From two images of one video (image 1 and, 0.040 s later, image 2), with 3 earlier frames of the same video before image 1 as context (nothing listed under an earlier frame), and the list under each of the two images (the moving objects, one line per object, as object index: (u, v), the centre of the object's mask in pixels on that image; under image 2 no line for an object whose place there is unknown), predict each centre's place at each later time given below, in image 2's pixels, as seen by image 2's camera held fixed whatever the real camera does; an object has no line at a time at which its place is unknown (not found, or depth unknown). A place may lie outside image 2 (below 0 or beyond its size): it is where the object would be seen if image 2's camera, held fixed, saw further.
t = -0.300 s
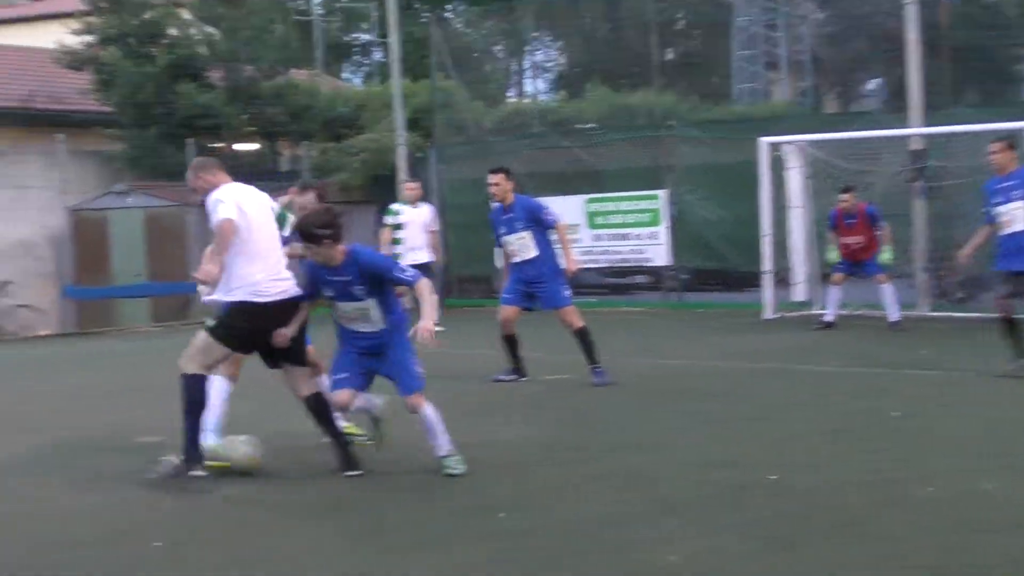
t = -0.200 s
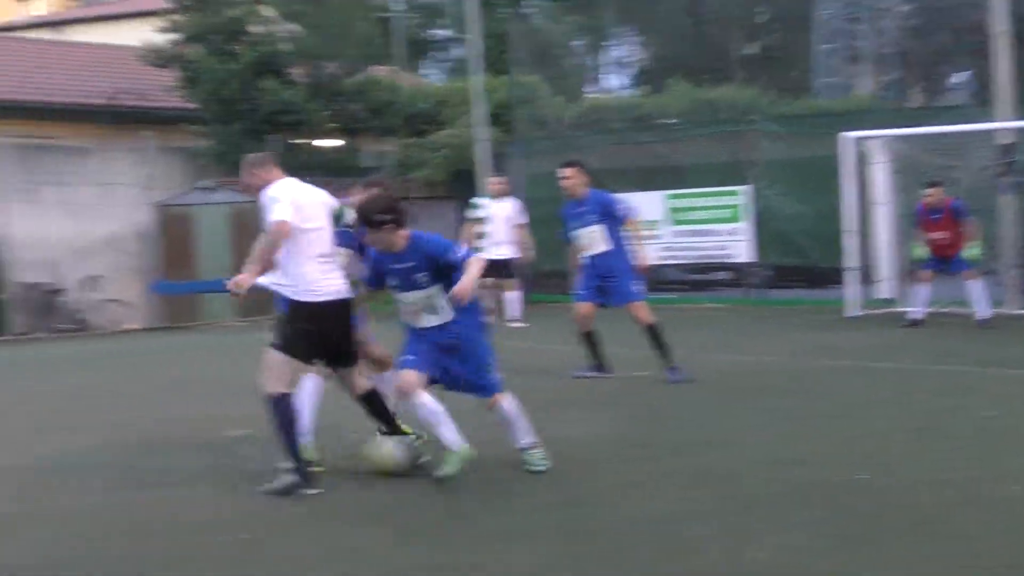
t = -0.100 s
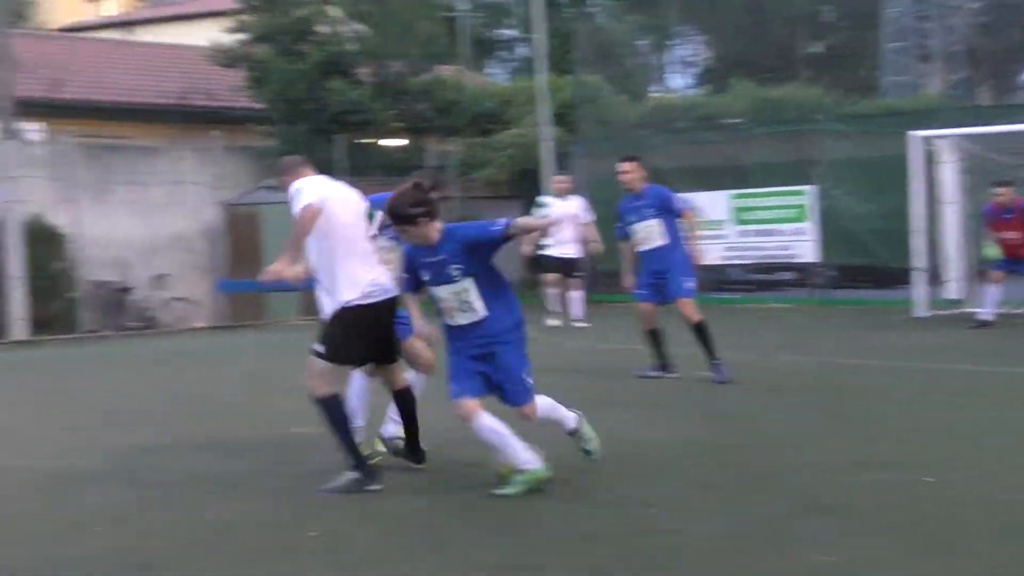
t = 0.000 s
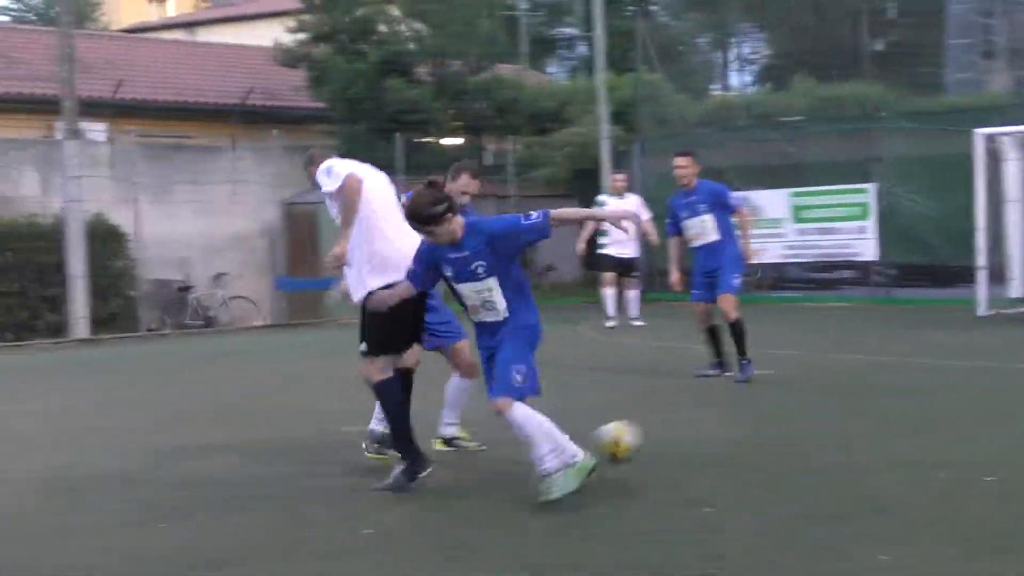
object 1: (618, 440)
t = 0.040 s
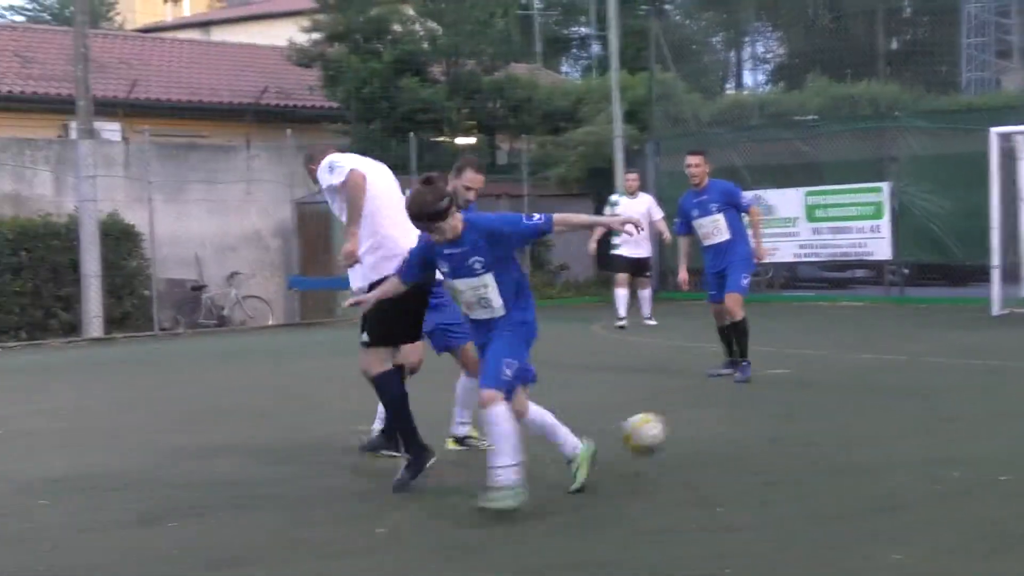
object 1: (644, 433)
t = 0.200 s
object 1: (695, 435)
